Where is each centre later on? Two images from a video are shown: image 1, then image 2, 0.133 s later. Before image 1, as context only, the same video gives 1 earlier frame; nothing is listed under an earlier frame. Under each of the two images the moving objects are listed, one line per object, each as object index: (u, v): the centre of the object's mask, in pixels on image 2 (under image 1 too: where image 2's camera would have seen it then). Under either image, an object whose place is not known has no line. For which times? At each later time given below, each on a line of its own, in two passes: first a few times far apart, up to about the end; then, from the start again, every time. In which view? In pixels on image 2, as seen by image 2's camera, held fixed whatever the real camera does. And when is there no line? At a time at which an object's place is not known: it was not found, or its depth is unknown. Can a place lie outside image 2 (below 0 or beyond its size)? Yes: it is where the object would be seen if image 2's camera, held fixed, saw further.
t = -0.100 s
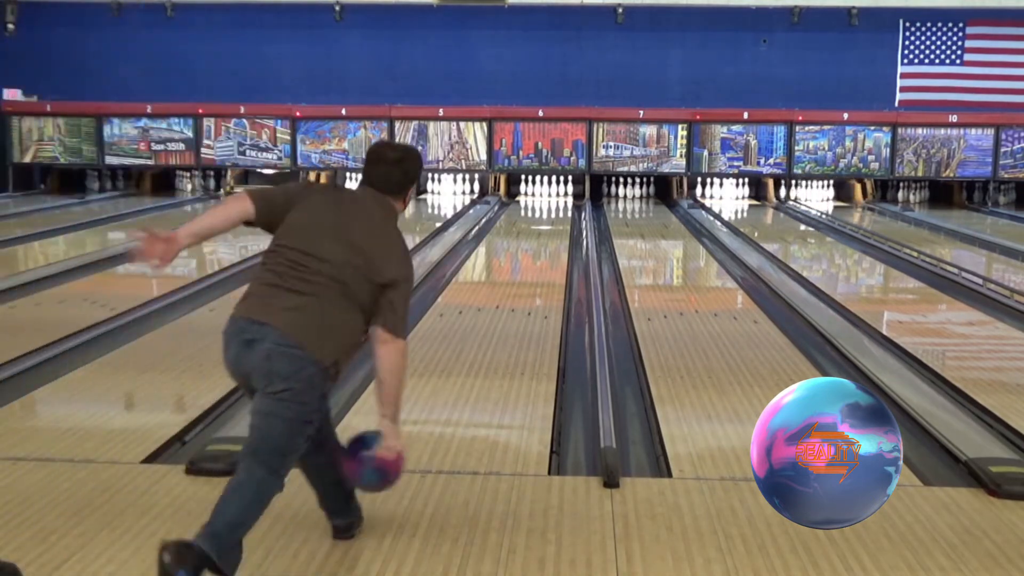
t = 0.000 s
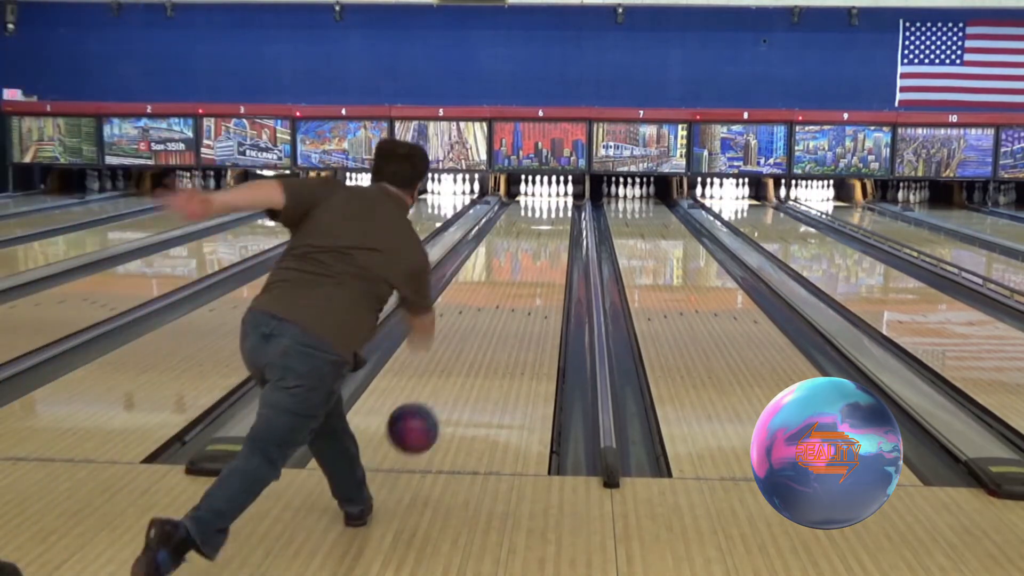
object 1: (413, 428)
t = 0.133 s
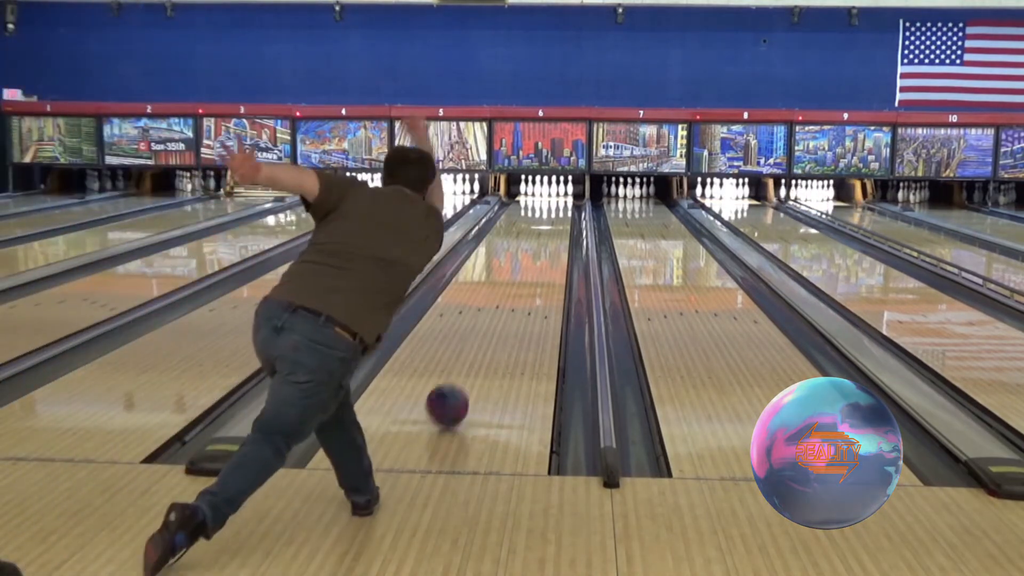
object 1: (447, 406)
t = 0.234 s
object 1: (466, 372)
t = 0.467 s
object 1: (497, 320)
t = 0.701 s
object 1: (517, 288)
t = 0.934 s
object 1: (530, 261)
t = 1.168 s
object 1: (540, 242)
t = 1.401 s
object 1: (548, 228)
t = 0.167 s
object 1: (454, 391)
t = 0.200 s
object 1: (460, 380)
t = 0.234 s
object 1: (466, 372)
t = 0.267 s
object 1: (472, 364)
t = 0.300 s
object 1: (476, 355)
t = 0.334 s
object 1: (481, 347)
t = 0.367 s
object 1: (485, 339)
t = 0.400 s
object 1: (489, 333)
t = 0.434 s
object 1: (493, 325)
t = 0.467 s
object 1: (497, 320)
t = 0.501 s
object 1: (500, 314)
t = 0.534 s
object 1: (503, 309)
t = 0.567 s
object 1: (506, 304)
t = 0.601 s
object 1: (509, 299)
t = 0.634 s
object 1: (512, 294)
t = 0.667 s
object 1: (514, 290)
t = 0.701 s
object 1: (517, 288)
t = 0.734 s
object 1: (520, 290)
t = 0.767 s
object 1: (524, 274)
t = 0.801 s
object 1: (523, 272)
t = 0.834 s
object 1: (525, 270)
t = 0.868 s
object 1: (527, 267)
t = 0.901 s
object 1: (529, 264)
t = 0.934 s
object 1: (530, 261)
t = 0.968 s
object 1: (532, 257)
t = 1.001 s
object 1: (533, 254)
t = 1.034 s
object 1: (535, 252)
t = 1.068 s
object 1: (536, 249)
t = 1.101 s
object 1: (538, 247)
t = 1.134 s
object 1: (539, 244)
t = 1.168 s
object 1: (540, 242)
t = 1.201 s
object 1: (541, 240)
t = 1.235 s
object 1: (542, 238)
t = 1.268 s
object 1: (543, 235)
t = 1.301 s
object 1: (545, 233)
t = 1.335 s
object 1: (546, 231)
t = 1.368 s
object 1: (546, 230)
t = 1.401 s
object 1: (548, 228)
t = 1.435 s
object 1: (548, 226)
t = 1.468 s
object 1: (549, 224)
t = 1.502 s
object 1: (550, 223)
